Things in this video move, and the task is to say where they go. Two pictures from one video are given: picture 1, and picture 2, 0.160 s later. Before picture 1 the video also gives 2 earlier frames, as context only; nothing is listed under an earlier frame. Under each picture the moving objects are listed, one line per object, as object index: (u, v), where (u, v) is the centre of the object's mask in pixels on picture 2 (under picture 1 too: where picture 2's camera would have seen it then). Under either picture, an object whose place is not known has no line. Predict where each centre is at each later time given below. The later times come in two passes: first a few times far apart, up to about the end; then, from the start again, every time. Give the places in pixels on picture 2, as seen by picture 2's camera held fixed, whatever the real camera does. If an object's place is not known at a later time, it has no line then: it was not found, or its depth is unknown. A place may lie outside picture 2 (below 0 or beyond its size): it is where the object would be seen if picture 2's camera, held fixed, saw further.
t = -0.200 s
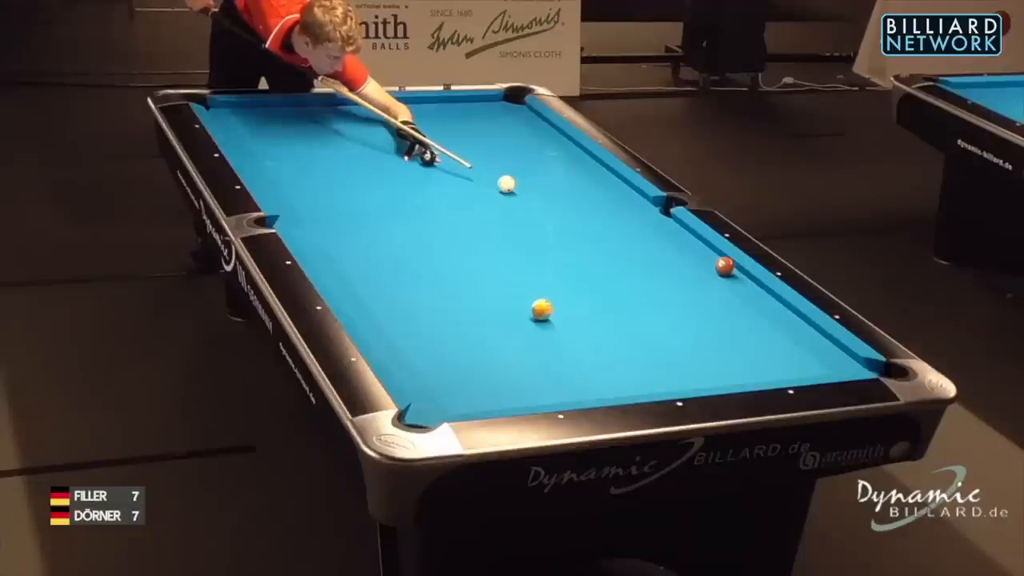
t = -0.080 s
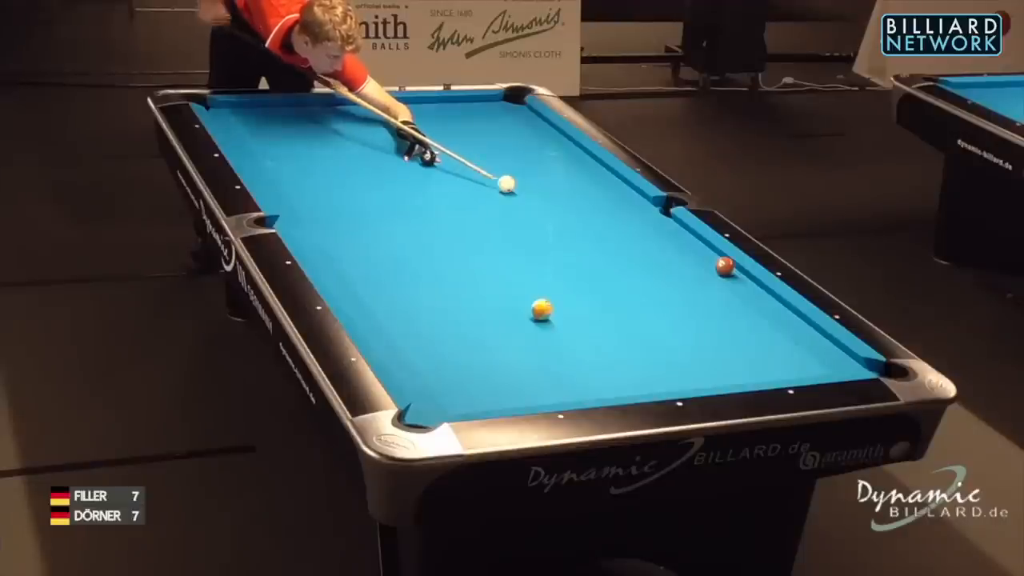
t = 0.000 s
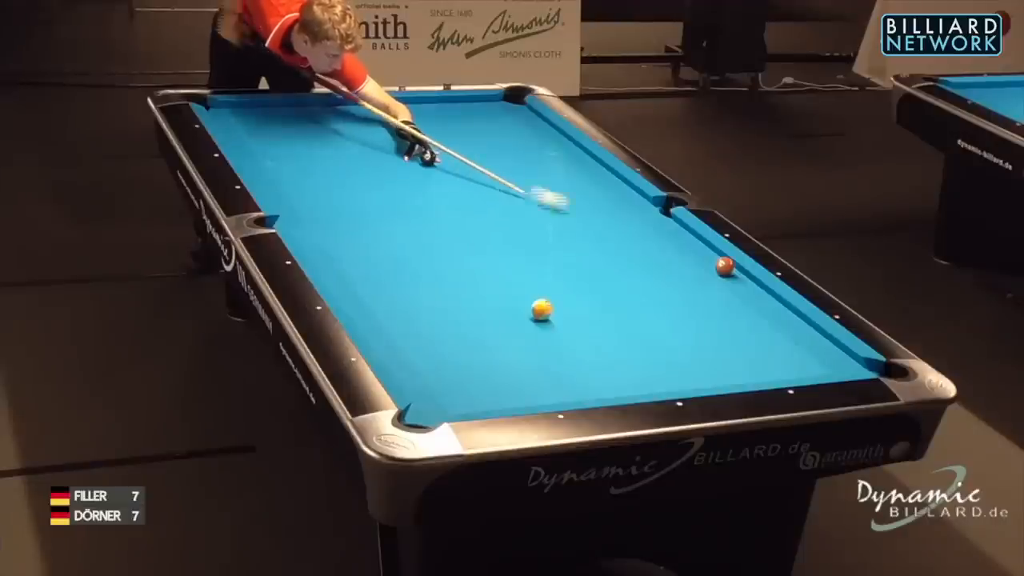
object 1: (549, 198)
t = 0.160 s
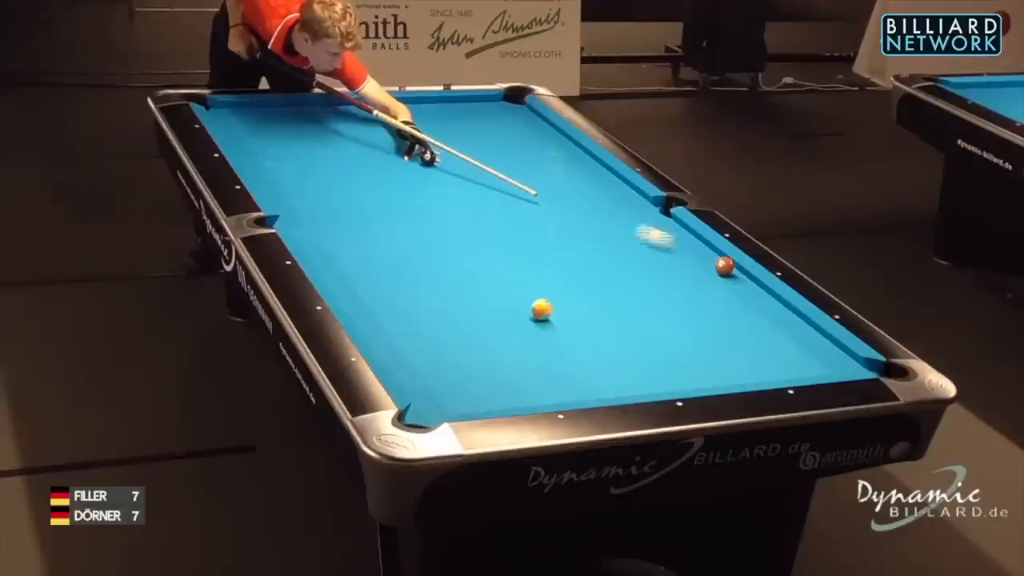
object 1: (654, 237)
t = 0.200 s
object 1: (680, 246)
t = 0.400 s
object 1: (701, 258)
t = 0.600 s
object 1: (668, 257)
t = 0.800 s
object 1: (635, 257)
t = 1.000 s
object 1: (603, 257)
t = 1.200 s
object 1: (572, 256)
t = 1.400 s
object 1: (541, 256)
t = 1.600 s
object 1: (512, 255)
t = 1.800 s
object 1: (483, 255)
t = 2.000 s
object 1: (455, 254)
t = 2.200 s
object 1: (428, 253)
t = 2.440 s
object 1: (397, 252)
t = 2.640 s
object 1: (372, 252)
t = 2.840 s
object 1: (349, 251)
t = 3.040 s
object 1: (327, 250)
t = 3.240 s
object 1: (316, 249)
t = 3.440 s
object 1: (326, 247)
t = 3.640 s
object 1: (336, 245)
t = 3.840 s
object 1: (346, 244)
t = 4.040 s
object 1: (354, 243)
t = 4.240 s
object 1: (361, 241)
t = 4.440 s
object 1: (368, 240)
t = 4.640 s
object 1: (374, 239)
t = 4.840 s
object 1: (379, 239)
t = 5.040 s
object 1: (383, 238)
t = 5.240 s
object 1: (386, 237)
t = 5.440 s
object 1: (388, 237)
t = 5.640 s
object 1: (389, 236)
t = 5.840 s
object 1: (389, 236)
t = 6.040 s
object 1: (389, 236)
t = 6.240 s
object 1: (389, 236)
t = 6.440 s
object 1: (389, 236)
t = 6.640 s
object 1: (389, 236)
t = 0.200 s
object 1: (680, 246)
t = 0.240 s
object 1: (704, 254)
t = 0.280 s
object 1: (719, 258)
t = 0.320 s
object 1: (715, 258)
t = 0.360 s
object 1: (708, 258)
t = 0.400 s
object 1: (701, 258)
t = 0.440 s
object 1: (694, 258)
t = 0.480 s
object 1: (687, 258)
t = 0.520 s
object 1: (681, 258)
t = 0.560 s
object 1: (674, 258)
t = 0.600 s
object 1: (668, 257)
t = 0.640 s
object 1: (661, 257)
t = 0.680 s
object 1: (654, 257)
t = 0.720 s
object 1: (648, 257)
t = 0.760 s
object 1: (641, 257)
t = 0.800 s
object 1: (635, 257)
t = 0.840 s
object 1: (628, 257)
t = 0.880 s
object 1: (622, 257)
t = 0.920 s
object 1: (615, 257)
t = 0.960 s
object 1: (609, 257)
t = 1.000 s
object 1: (603, 257)
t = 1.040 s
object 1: (597, 257)
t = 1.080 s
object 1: (590, 257)
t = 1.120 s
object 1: (584, 256)
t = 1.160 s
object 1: (578, 256)
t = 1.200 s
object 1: (572, 256)
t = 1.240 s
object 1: (566, 256)
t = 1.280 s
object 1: (560, 256)
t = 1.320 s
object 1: (554, 256)
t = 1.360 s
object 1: (547, 256)
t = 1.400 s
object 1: (541, 256)
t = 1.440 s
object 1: (535, 256)
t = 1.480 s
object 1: (529, 256)
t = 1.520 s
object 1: (524, 256)
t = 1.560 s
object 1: (518, 255)
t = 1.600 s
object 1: (512, 255)
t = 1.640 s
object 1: (506, 255)
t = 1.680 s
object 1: (500, 255)
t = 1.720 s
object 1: (494, 255)
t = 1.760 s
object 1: (489, 255)
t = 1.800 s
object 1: (483, 255)
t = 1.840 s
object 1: (477, 255)
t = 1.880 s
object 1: (472, 255)
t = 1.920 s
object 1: (466, 254)
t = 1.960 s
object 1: (460, 254)
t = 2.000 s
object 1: (455, 254)
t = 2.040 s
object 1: (450, 254)
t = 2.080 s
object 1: (444, 254)
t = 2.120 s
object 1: (439, 253)
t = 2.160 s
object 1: (434, 253)
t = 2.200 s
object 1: (428, 253)
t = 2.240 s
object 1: (423, 253)
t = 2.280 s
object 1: (418, 253)
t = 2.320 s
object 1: (412, 253)
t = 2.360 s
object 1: (408, 253)
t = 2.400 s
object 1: (402, 253)
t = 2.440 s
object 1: (397, 252)
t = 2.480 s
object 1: (393, 252)
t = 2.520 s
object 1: (388, 252)
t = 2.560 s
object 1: (383, 252)
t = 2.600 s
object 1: (377, 252)
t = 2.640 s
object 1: (372, 252)
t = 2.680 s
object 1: (368, 251)
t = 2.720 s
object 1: (363, 251)
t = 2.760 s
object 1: (358, 251)
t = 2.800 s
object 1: (354, 251)
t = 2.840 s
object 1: (349, 251)
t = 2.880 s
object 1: (345, 251)
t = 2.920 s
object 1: (340, 250)
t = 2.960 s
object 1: (335, 250)
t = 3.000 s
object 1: (331, 250)
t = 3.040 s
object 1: (327, 250)
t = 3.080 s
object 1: (322, 250)
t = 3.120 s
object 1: (318, 250)
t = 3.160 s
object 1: (315, 249)
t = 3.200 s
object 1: (314, 248)
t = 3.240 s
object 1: (316, 249)
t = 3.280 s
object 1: (317, 249)
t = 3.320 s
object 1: (319, 248)
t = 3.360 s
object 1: (321, 248)
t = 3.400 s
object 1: (324, 247)
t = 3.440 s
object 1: (326, 247)
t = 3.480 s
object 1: (328, 247)
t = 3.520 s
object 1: (330, 247)
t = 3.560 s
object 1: (333, 246)
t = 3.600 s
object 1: (334, 246)
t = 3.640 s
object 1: (336, 245)
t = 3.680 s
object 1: (338, 245)
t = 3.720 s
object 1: (340, 245)
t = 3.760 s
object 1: (342, 244)
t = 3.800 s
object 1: (343, 244)
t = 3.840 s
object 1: (346, 244)
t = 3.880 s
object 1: (347, 243)
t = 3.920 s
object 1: (349, 243)
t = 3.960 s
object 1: (350, 243)
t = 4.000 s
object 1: (352, 243)
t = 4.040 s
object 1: (354, 243)
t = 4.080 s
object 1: (355, 242)
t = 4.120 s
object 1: (357, 242)
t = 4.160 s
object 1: (358, 242)
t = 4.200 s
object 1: (360, 242)
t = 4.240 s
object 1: (361, 241)
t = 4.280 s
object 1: (363, 241)
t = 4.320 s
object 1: (364, 241)
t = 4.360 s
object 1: (365, 241)
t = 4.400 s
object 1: (367, 240)
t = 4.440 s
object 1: (368, 240)
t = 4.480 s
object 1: (369, 240)
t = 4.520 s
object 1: (370, 240)
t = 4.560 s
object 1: (371, 240)
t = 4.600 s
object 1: (372, 240)
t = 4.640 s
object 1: (374, 239)
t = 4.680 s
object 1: (375, 239)
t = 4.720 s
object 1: (376, 239)
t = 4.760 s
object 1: (377, 239)
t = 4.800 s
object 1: (378, 239)
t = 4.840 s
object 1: (379, 239)
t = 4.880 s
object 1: (380, 238)
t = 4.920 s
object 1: (380, 238)
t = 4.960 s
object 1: (381, 238)
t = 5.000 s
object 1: (382, 238)
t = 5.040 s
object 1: (383, 238)
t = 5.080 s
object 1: (383, 237)
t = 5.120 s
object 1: (384, 237)
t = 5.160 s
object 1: (385, 237)
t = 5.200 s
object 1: (385, 237)
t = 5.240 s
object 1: (386, 237)
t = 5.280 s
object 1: (386, 237)
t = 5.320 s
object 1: (387, 237)
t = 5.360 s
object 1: (387, 237)
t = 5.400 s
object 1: (387, 237)
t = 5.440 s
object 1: (388, 237)
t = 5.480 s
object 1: (388, 237)
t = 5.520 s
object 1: (388, 237)
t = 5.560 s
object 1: (388, 237)
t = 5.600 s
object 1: (389, 237)
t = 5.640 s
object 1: (389, 236)
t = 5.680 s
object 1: (389, 236)
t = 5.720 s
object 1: (389, 236)
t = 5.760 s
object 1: (389, 236)
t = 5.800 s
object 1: (389, 236)
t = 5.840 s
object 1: (389, 236)
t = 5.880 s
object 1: (389, 236)
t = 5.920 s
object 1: (389, 236)
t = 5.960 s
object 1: (389, 236)
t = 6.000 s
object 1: (389, 236)
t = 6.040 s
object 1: (389, 236)
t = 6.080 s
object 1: (389, 236)
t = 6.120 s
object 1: (389, 236)
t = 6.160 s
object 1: (389, 236)
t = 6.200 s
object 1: (389, 236)
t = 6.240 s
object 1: (389, 236)
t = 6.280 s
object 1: (389, 236)
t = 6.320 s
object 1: (389, 236)
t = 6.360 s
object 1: (389, 236)
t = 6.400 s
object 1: (389, 236)
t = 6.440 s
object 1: (389, 236)
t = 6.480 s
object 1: (389, 236)
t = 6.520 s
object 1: (389, 236)
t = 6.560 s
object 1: (389, 236)
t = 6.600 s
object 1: (389, 236)
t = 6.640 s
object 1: (389, 236)
